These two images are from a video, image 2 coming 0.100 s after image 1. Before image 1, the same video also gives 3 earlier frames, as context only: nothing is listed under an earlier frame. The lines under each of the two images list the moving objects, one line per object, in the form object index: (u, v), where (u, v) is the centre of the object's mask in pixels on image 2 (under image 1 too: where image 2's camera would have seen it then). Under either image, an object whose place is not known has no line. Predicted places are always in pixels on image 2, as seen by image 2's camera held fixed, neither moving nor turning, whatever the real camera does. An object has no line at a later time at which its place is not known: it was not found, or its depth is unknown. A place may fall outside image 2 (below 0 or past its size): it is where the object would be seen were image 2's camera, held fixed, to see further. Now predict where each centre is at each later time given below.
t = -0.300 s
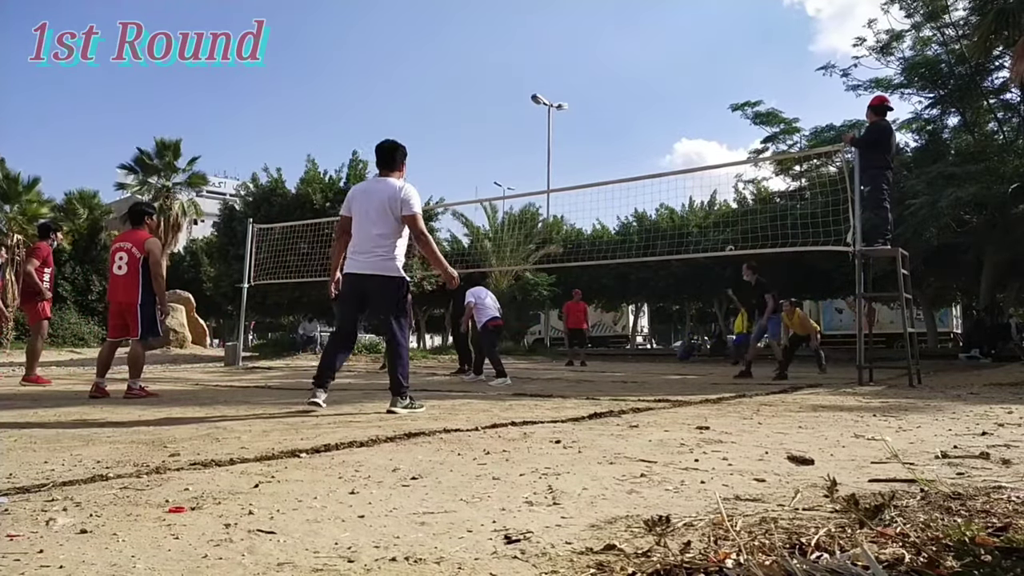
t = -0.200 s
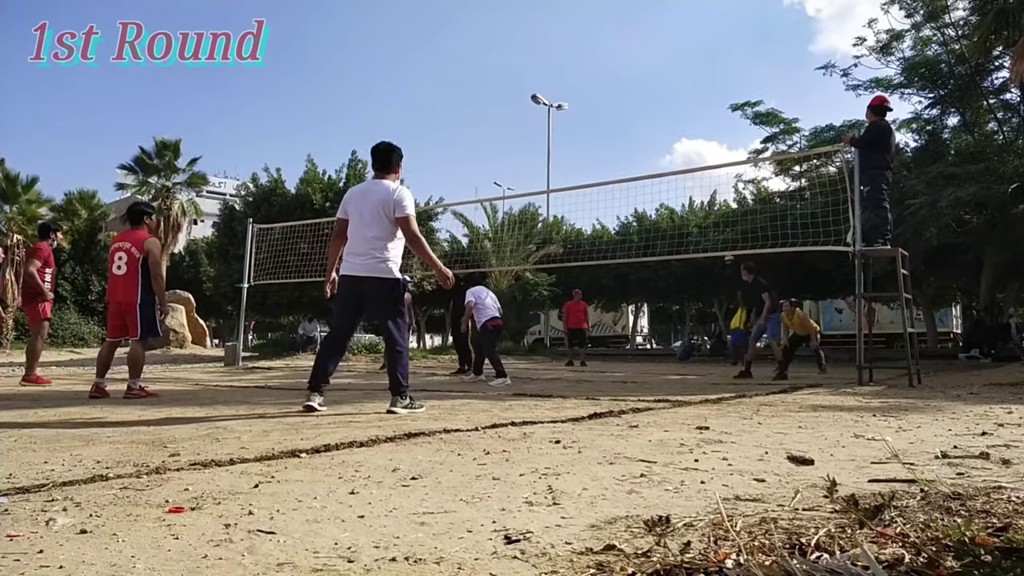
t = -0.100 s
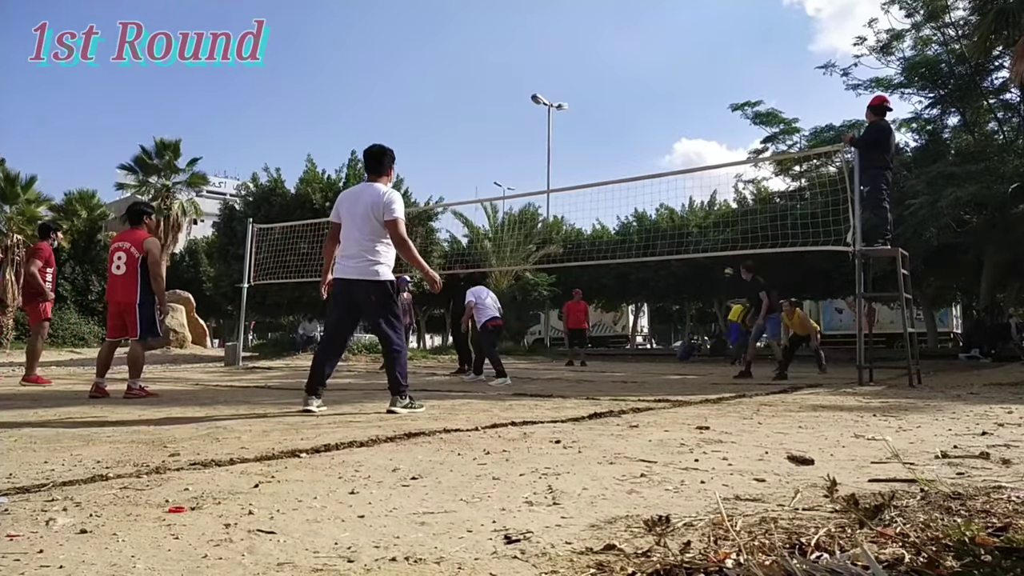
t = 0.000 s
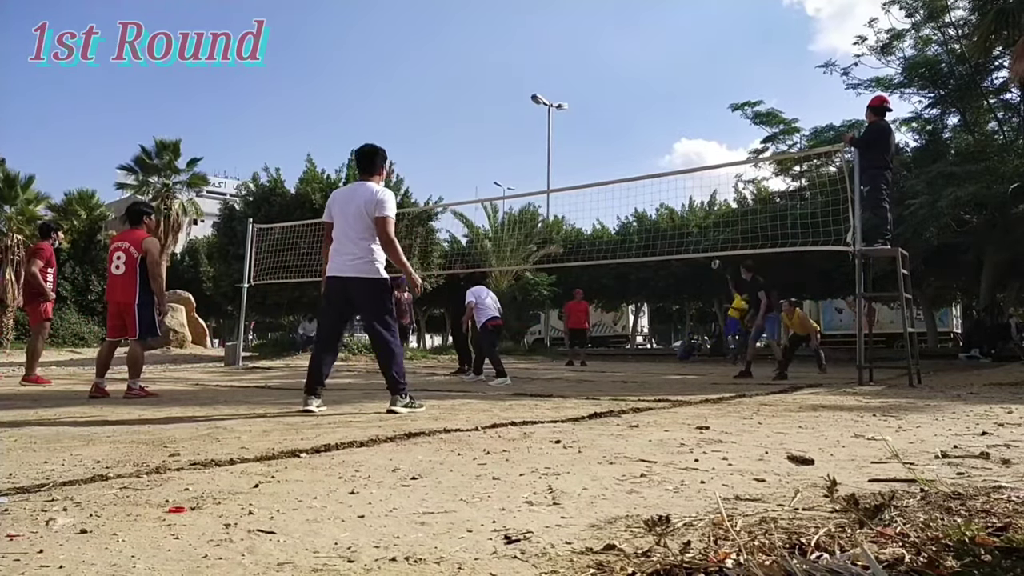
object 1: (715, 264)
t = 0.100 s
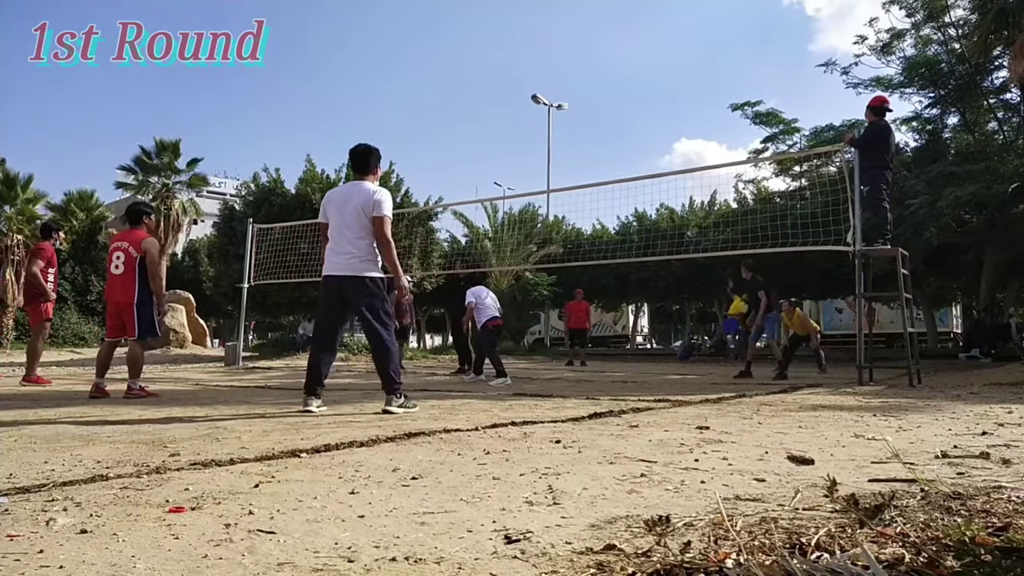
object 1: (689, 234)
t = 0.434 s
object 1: (584, 156)
